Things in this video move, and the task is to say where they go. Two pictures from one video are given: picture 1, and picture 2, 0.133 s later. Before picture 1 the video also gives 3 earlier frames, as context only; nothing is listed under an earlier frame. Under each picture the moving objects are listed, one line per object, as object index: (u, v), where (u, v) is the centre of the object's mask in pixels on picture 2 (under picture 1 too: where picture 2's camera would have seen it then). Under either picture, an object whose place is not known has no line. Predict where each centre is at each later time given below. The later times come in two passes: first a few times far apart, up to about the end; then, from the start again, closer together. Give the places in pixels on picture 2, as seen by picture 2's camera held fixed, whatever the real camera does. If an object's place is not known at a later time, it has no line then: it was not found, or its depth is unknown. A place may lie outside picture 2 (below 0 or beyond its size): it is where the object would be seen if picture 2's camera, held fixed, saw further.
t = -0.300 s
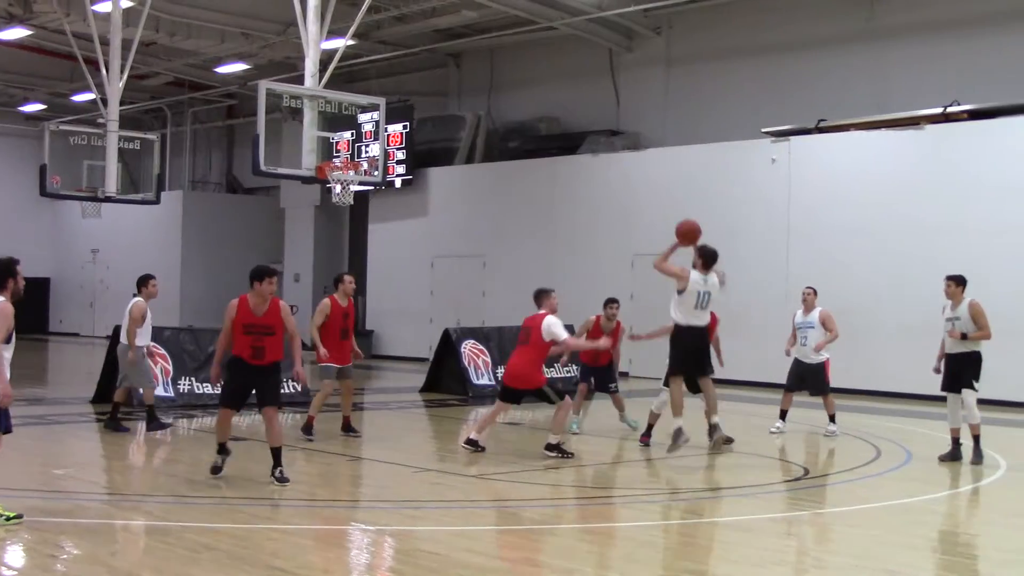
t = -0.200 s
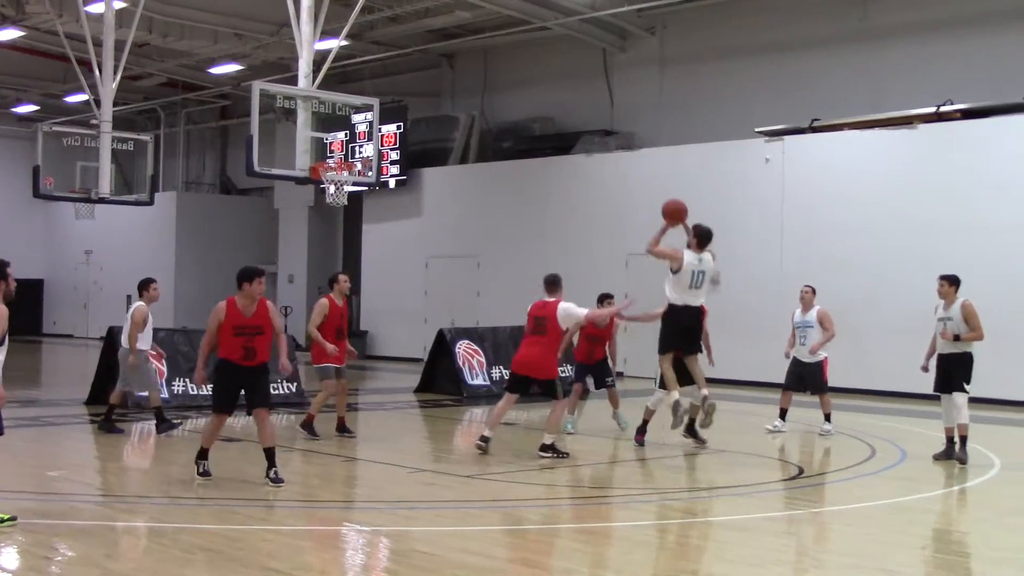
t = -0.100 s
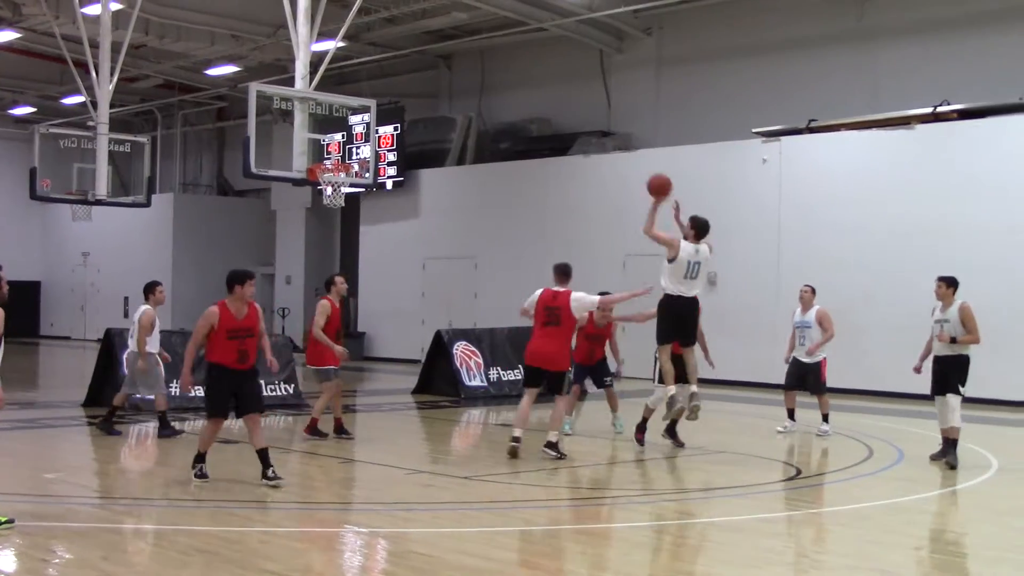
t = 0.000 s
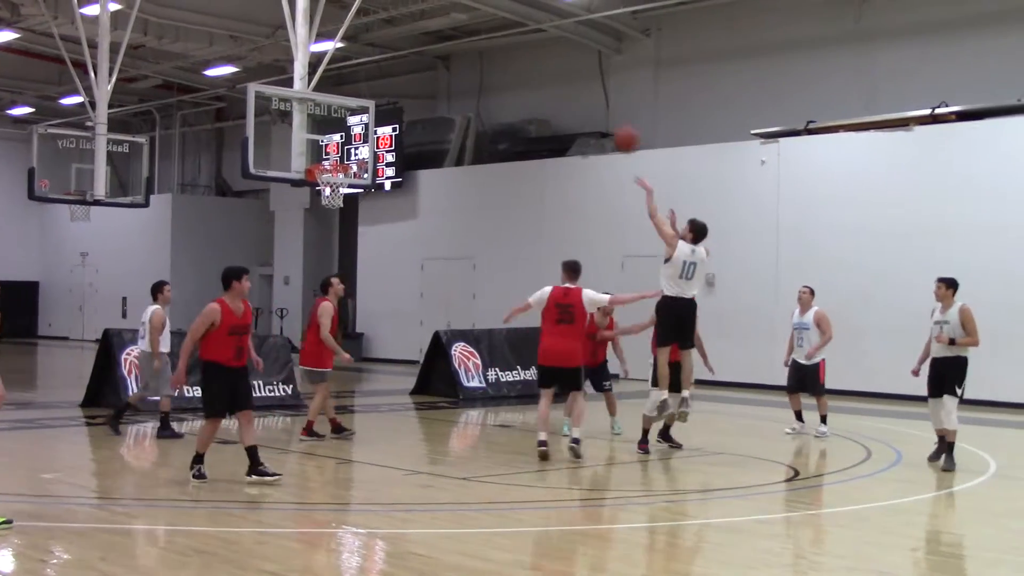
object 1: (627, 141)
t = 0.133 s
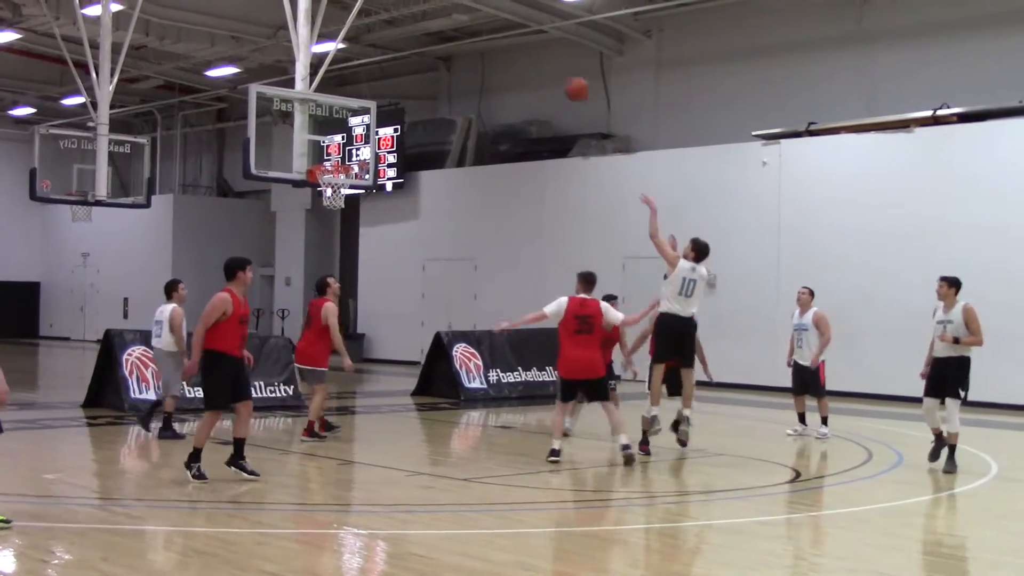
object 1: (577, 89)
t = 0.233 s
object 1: (541, 64)
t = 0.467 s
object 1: (466, 45)
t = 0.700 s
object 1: (397, 73)
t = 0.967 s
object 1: (326, 157)
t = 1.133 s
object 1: (336, 186)
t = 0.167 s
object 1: (565, 79)
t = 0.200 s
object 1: (554, 72)
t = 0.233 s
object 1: (541, 64)
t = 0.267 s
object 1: (530, 59)
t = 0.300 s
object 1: (520, 54)
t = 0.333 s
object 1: (508, 50)
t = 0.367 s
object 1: (498, 47)
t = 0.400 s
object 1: (487, 45)
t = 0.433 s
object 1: (476, 45)
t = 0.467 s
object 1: (466, 45)
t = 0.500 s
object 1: (456, 46)
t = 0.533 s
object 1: (446, 48)
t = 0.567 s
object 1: (436, 52)
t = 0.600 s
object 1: (426, 56)
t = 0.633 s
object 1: (417, 61)
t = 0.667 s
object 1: (407, 67)
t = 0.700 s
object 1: (397, 73)
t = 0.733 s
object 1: (388, 81)
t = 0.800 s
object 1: (371, 98)
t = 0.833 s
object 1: (361, 109)
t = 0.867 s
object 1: (352, 120)
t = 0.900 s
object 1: (343, 131)
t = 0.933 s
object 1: (335, 146)
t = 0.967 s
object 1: (326, 157)
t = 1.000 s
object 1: (326, 162)
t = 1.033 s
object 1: (337, 173)
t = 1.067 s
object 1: (339, 174)
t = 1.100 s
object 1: (340, 176)
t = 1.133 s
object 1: (336, 186)
